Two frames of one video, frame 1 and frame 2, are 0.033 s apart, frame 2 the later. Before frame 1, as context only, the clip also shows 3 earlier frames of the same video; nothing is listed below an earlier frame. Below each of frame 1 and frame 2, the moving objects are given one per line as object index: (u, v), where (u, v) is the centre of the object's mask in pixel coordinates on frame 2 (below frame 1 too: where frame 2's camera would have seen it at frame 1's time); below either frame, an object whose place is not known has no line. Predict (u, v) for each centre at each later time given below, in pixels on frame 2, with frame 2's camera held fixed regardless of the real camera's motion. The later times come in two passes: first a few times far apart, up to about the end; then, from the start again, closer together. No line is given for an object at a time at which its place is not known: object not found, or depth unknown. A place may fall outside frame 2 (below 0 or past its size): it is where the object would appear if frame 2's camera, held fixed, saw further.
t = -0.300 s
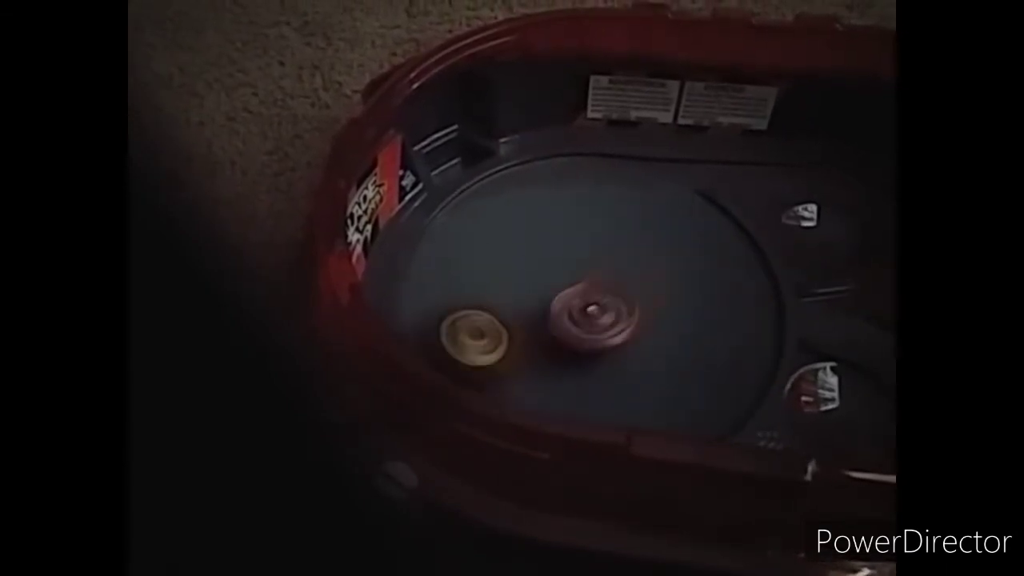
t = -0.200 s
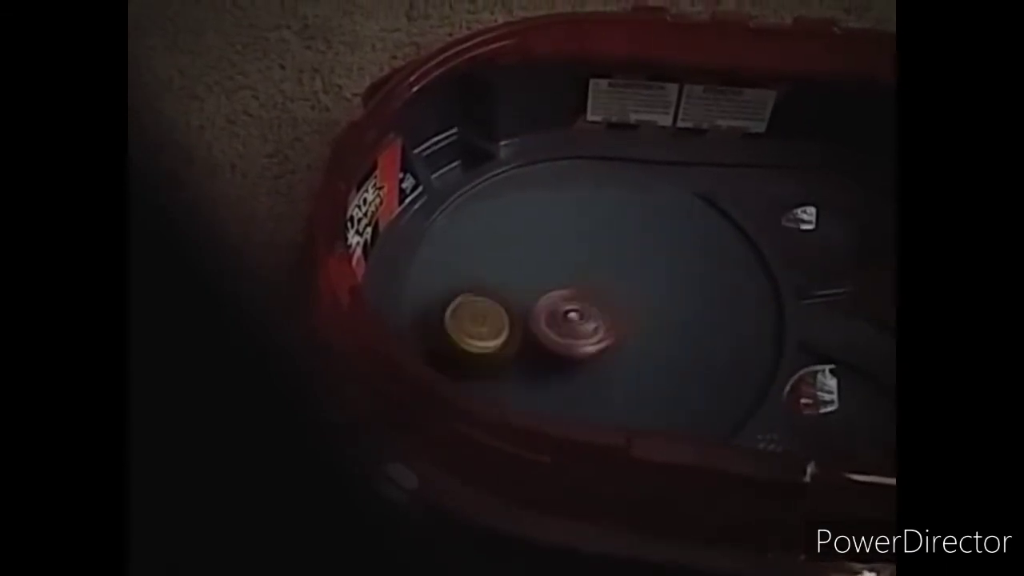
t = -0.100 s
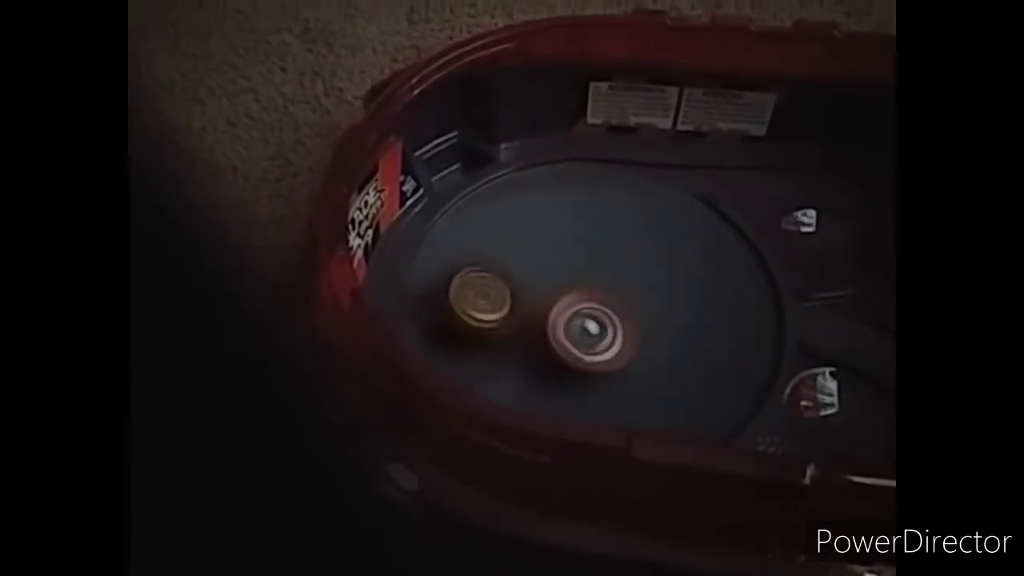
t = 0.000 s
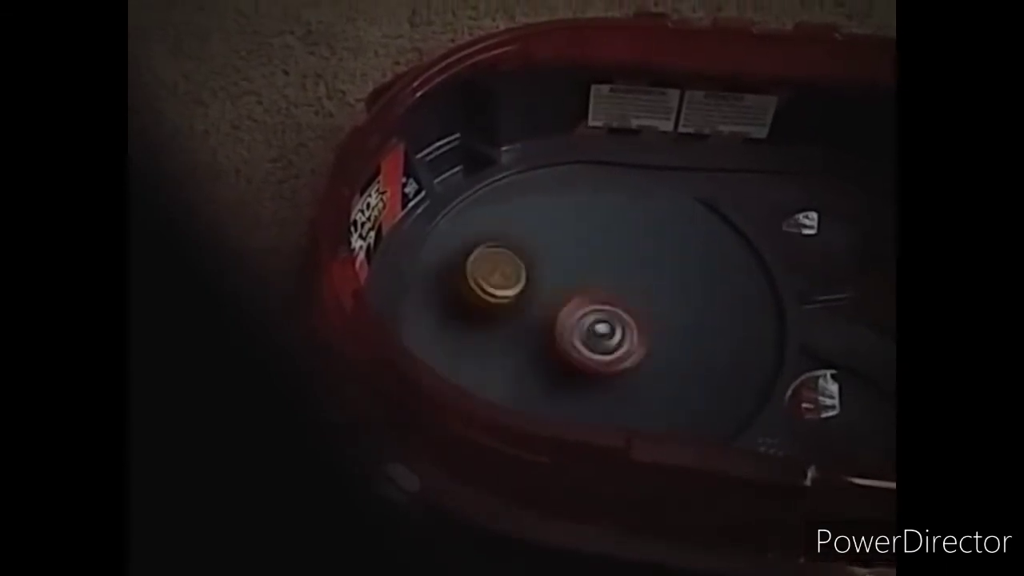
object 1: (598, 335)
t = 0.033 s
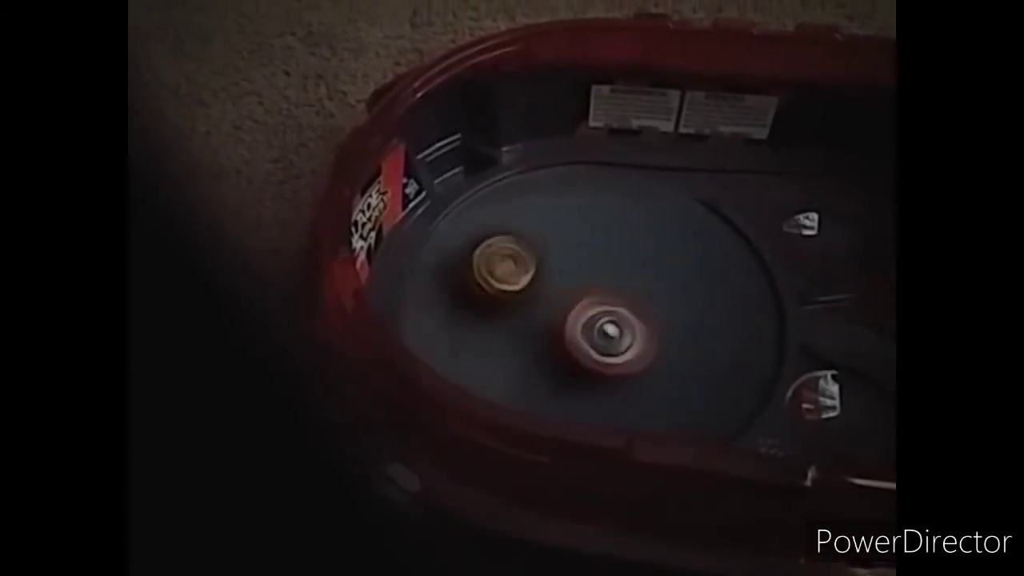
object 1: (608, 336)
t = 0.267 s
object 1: (631, 336)
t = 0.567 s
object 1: (645, 320)
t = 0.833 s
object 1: (623, 305)
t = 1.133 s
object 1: (597, 279)
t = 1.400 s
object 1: (609, 267)
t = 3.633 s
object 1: (621, 328)
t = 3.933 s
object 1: (593, 318)
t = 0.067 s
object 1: (612, 338)
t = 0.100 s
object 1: (614, 337)
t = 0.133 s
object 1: (617, 337)
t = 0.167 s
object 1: (622, 337)
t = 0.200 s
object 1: (628, 337)
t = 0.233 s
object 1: (630, 338)
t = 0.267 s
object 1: (631, 336)
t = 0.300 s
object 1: (635, 335)
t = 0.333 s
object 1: (640, 335)
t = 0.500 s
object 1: (644, 327)
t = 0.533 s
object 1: (645, 324)
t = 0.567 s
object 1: (645, 320)
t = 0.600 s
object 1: (644, 317)
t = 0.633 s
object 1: (644, 315)
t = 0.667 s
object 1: (645, 312)
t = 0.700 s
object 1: (638, 311)
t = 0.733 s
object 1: (631, 307)
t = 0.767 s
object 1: (629, 305)
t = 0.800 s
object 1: (627, 305)
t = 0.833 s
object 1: (623, 305)
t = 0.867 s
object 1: (614, 302)
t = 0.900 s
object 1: (612, 300)
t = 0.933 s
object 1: (610, 298)
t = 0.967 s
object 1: (607, 294)
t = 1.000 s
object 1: (602, 292)
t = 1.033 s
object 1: (599, 289)
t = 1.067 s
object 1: (599, 284)
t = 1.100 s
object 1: (599, 281)
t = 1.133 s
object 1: (597, 279)
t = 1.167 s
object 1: (598, 276)
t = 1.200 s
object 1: (599, 273)
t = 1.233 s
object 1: (600, 270)
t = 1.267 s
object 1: (601, 270)
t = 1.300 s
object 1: (602, 269)
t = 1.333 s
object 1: (603, 267)
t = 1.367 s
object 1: (605, 266)
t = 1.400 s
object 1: (609, 267)
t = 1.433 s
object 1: (610, 267)
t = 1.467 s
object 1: (610, 267)
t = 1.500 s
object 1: (610, 269)
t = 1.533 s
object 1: (612, 271)
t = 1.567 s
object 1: (613, 273)
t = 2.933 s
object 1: (606, 295)
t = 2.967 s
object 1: (604, 290)
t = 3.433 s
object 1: (628, 287)
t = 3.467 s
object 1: (626, 289)
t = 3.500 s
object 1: (626, 294)
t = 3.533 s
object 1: (626, 309)
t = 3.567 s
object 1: (626, 316)
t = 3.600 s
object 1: (624, 323)
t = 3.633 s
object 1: (621, 328)
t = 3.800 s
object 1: (607, 331)
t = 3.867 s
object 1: (589, 327)
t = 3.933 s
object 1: (593, 318)
